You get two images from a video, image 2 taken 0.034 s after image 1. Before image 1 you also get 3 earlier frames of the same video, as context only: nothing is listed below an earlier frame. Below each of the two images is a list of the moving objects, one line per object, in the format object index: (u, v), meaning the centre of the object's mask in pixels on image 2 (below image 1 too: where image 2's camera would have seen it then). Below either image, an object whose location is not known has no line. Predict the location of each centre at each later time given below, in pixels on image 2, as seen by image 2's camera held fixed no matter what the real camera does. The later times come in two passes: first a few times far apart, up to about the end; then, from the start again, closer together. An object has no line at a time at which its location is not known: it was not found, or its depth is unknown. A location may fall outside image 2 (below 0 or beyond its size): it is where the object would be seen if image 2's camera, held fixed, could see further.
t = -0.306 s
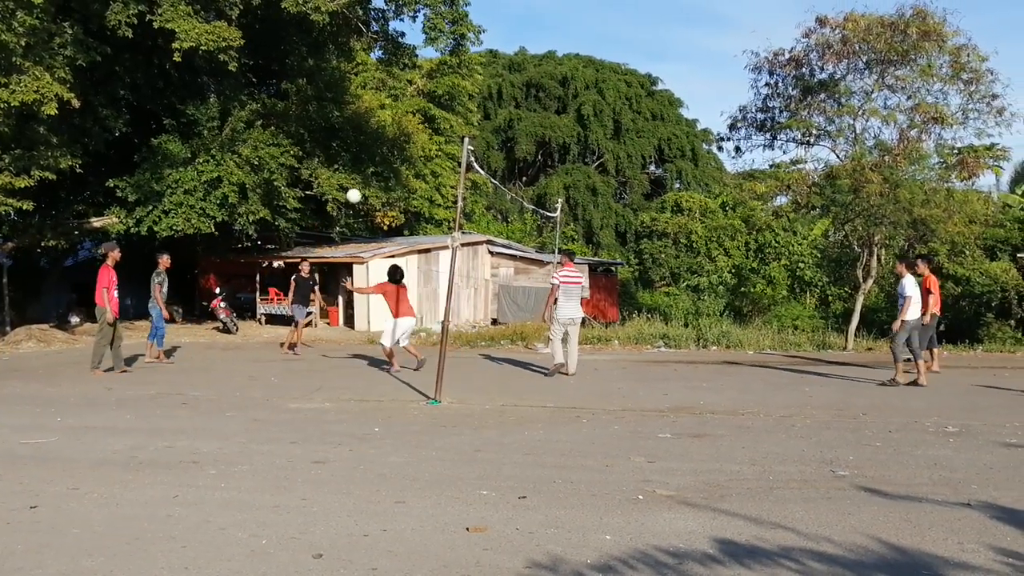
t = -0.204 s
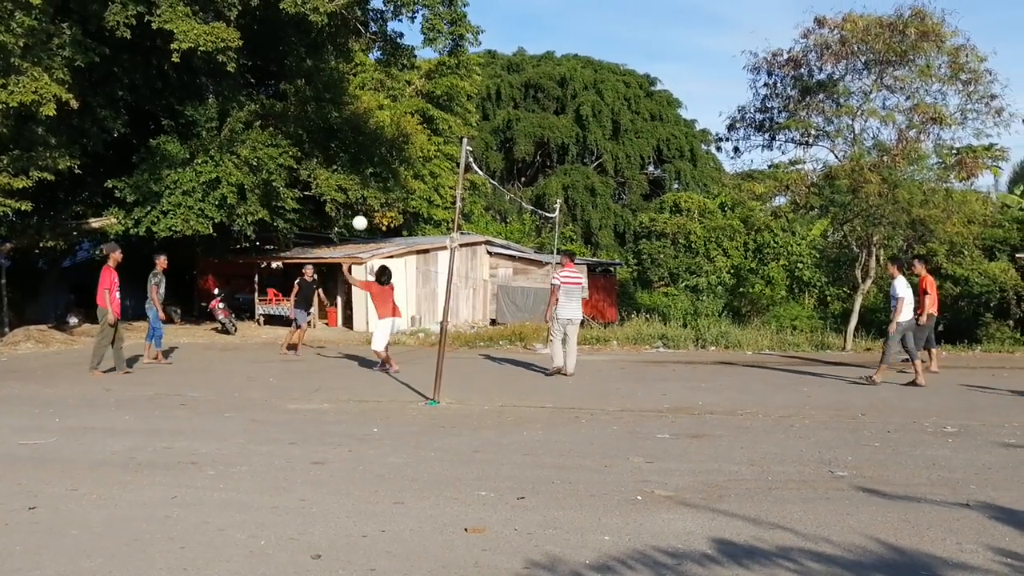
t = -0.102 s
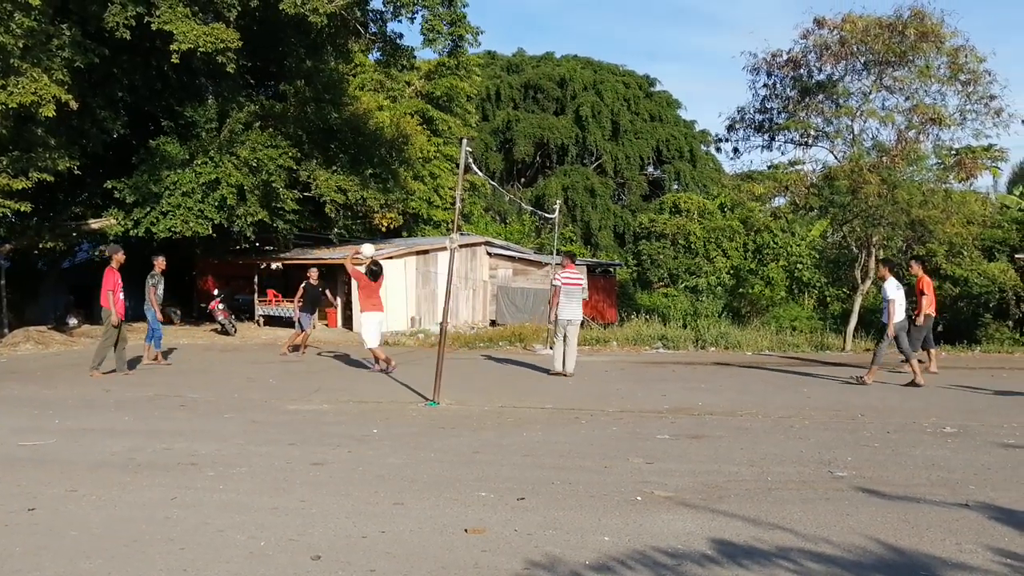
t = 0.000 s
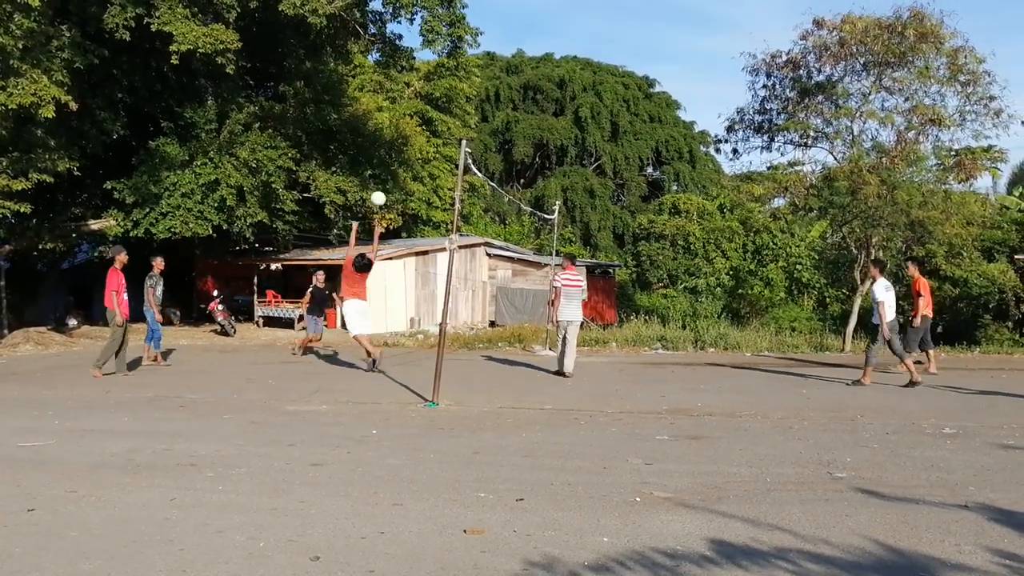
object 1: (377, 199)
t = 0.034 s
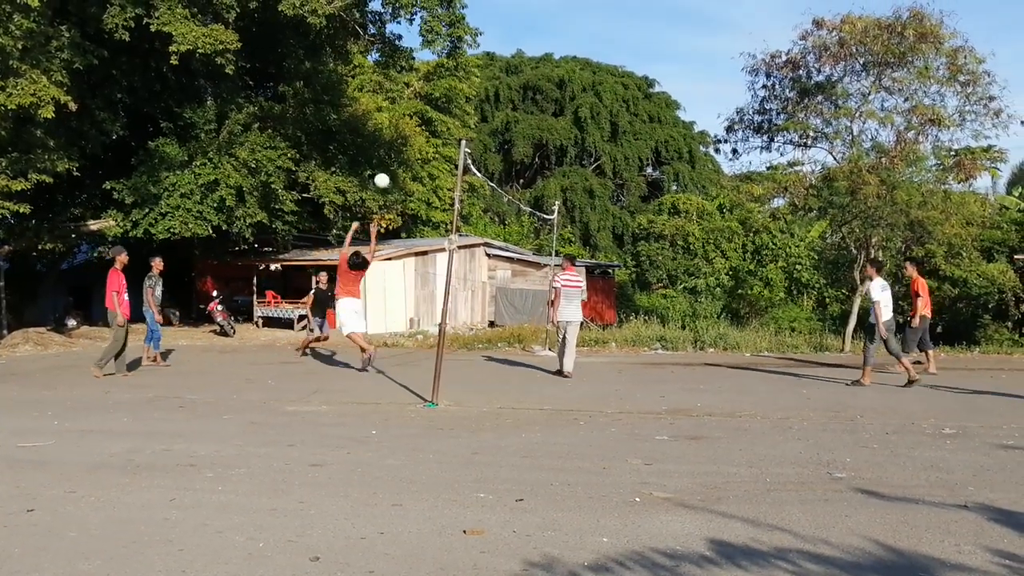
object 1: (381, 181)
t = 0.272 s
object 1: (410, 79)
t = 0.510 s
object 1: (439, 22)
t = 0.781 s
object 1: (470, 6)
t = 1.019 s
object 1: (496, 32)
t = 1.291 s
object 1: (525, 104)
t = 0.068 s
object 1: (386, 163)
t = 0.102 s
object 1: (390, 147)
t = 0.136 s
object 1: (394, 132)
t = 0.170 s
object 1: (398, 117)
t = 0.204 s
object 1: (402, 104)
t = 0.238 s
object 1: (406, 91)
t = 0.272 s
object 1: (410, 79)
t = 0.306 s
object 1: (415, 68)
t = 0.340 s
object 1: (418, 58)
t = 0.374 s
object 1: (422, 50)
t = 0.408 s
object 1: (426, 42)
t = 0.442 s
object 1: (430, 34)
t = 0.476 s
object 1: (434, 28)
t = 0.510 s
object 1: (439, 22)
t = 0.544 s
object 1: (443, 17)
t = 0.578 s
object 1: (446, 13)
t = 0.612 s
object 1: (450, 10)
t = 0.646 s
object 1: (454, 7)
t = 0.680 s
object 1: (458, 6)
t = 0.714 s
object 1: (462, 5)
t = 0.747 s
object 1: (465, 5)
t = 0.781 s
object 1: (470, 6)
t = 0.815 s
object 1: (473, 7)
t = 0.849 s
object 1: (477, 10)
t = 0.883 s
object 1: (481, 13)
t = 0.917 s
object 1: (485, 16)
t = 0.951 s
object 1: (489, 20)
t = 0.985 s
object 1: (492, 26)
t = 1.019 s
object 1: (496, 32)
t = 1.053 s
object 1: (499, 38)
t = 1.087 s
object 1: (503, 45)
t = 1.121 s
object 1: (507, 53)
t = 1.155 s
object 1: (510, 62)
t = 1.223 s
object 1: (518, 82)
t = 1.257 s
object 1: (521, 93)
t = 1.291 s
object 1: (525, 104)
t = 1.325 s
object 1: (528, 116)
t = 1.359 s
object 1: (531, 130)
